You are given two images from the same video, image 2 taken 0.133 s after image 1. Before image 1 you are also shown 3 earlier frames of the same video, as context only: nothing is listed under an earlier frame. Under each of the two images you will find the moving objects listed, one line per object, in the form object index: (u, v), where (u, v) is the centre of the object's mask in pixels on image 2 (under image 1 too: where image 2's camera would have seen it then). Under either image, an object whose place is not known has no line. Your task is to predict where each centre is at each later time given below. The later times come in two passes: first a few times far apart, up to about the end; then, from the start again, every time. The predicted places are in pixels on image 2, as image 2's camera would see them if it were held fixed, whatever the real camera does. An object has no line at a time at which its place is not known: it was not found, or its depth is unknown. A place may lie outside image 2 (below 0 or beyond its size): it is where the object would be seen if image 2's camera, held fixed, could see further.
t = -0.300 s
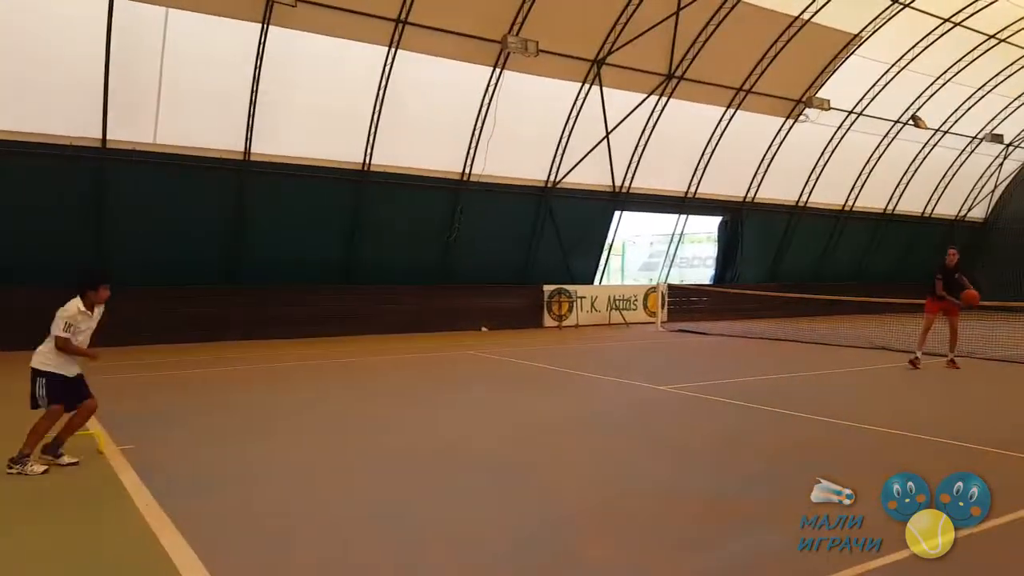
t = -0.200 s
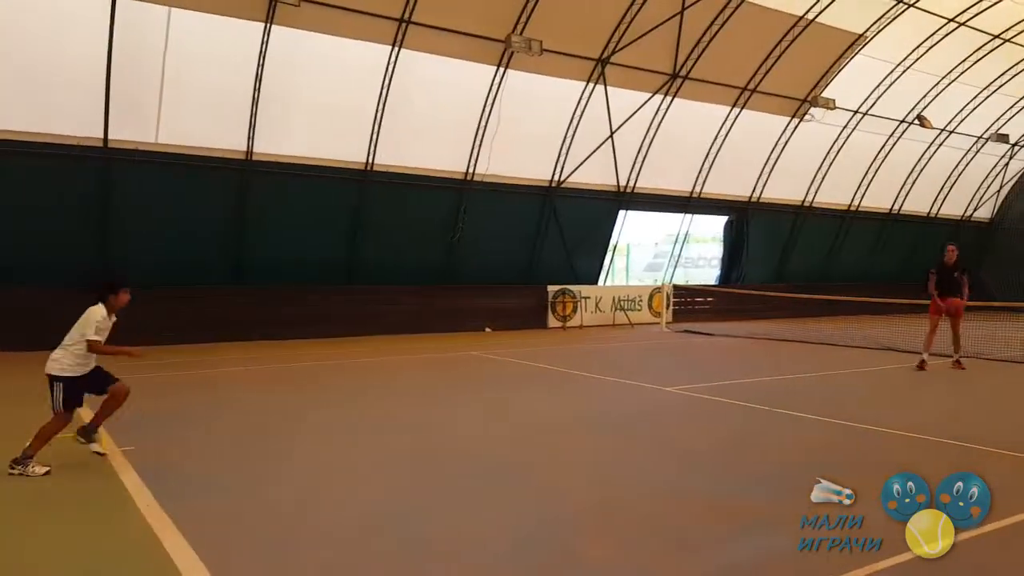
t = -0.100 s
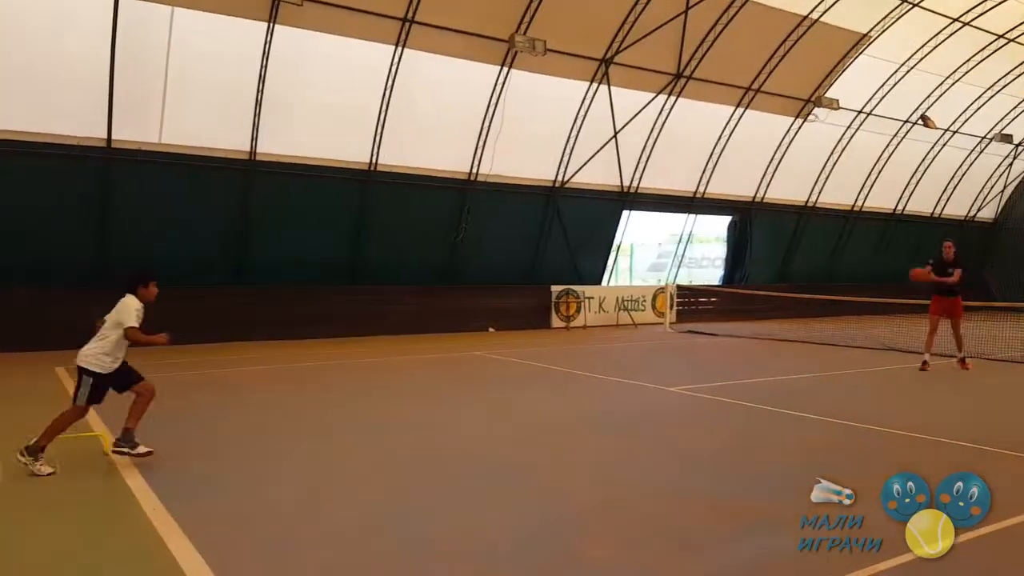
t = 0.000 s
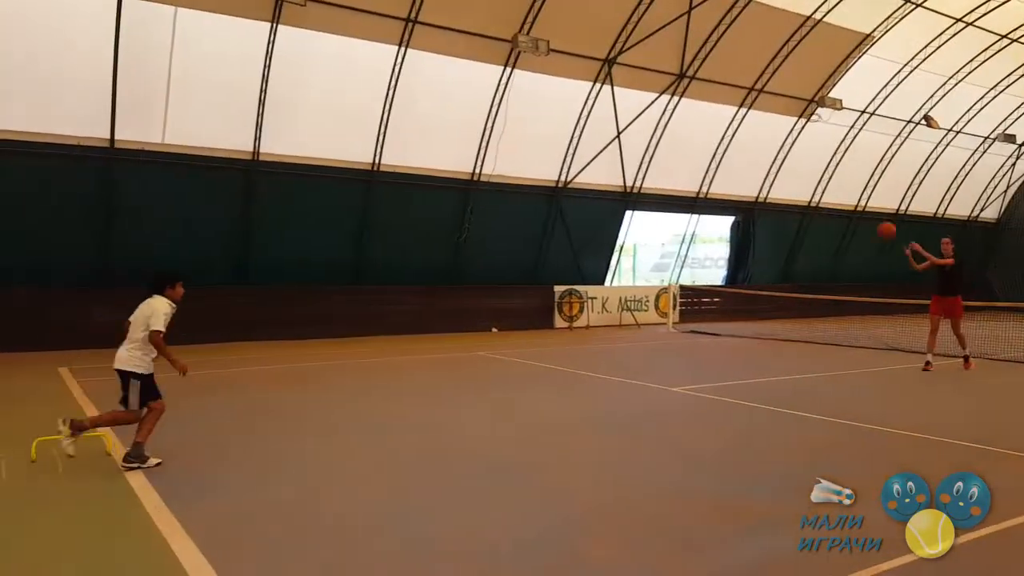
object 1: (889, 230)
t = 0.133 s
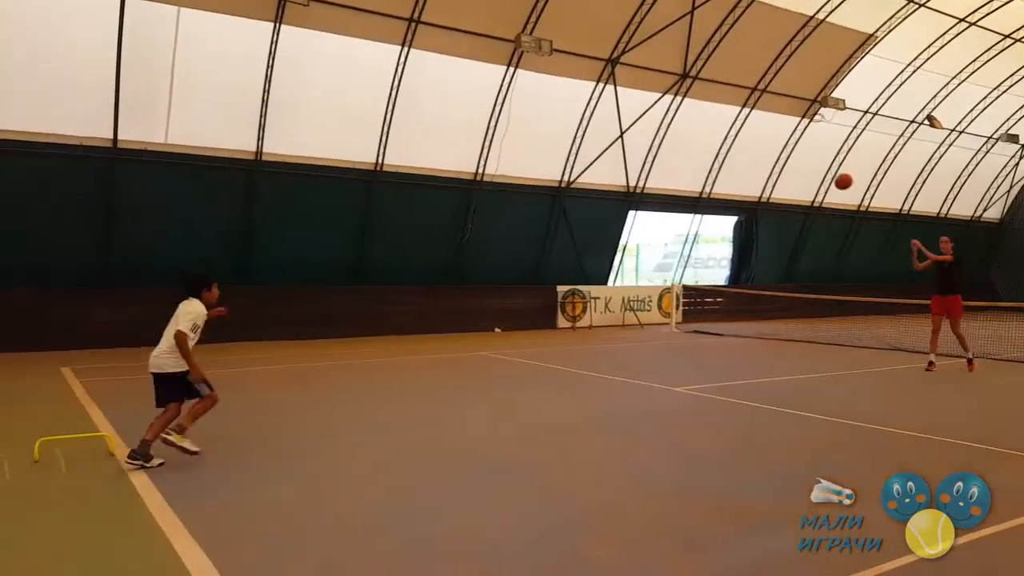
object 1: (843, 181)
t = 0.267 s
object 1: (798, 146)
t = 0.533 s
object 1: (709, 116)
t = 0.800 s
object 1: (624, 137)
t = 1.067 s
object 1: (541, 206)
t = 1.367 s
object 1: (457, 334)
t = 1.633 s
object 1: (420, 289)
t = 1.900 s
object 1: (388, 260)
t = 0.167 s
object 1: (832, 172)
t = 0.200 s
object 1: (820, 162)
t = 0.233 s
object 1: (809, 153)
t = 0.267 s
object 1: (798, 146)
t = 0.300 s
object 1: (786, 139)
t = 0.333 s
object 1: (775, 133)
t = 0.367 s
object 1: (764, 128)
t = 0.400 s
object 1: (753, 124)
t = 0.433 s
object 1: (742, 121)
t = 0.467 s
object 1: (731, 119)
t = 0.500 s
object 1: (720, 117)
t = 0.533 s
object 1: (709, 116)
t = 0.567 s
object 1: (698, 116)
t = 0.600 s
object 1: (688, 116)
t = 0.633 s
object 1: (677, 118)
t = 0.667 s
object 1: (663, 121)
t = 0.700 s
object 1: (653, 123)
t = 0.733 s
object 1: (644, 127)
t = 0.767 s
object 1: (633, 132)
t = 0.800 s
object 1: (624, 137)
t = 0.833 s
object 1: (614, 143)
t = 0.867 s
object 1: (603, 150)
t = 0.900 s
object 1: (593, 157)
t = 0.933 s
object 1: (582, 165)
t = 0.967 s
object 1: (572, 175)
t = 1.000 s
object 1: (562, 184)
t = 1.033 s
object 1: (552, 195)
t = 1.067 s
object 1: (541, 206)
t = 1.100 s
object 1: (531, 217)
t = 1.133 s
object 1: (522, 230)
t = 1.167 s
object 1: (512, 243)
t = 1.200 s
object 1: (502, 257)
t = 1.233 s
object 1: (494, 271)
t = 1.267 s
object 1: (485, 285)
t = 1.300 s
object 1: (475, 301)
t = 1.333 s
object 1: (466, 318)
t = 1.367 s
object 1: (457, 334)
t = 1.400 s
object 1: (449, 351)
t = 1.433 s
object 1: (444, 341)
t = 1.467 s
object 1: (441, 330)
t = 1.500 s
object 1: (436, 322)
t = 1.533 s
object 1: (433, 312)
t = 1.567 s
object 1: (429, 303)
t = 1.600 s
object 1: (425, 296)
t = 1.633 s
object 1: (420, 289)
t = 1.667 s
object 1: (416, 283)
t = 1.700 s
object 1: (412, 278)
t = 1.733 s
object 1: (408, 274)
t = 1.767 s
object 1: (404, 270)
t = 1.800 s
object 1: (400, 266)
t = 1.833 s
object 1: (396, 264)
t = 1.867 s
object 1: (392, 262)
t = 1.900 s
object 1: (388, 260)
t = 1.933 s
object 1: (384, 260)
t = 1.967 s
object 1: (380, 260)
